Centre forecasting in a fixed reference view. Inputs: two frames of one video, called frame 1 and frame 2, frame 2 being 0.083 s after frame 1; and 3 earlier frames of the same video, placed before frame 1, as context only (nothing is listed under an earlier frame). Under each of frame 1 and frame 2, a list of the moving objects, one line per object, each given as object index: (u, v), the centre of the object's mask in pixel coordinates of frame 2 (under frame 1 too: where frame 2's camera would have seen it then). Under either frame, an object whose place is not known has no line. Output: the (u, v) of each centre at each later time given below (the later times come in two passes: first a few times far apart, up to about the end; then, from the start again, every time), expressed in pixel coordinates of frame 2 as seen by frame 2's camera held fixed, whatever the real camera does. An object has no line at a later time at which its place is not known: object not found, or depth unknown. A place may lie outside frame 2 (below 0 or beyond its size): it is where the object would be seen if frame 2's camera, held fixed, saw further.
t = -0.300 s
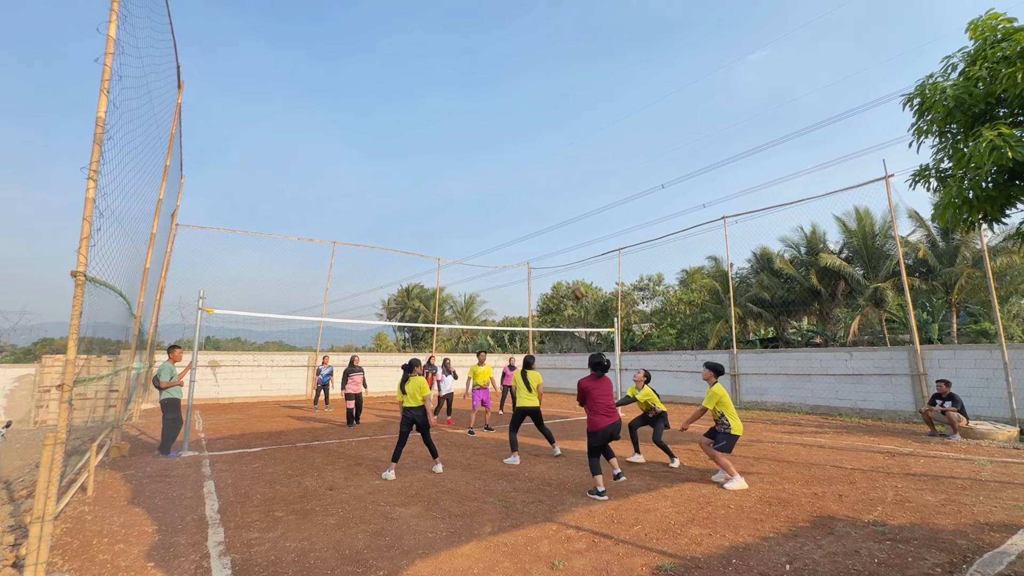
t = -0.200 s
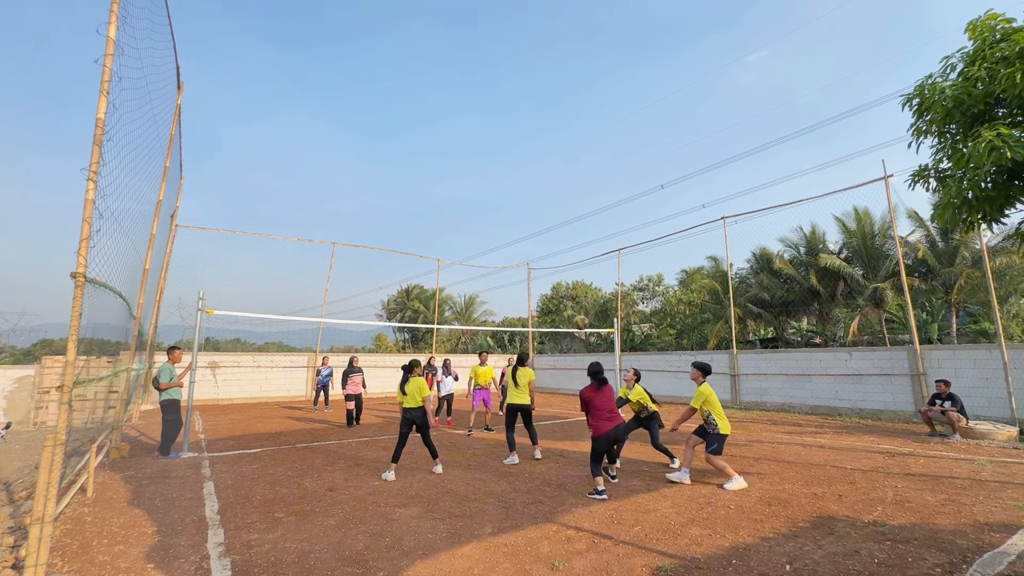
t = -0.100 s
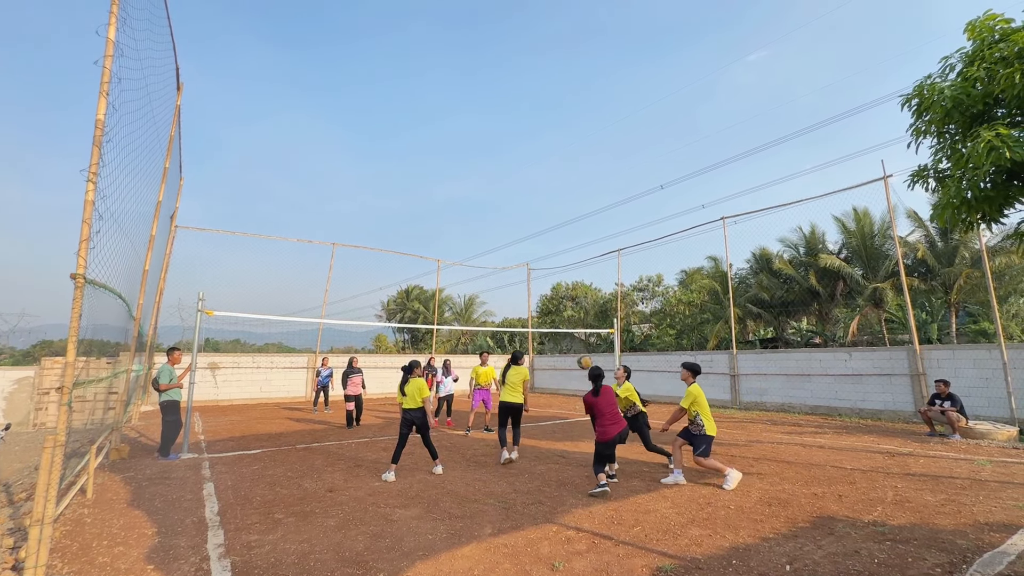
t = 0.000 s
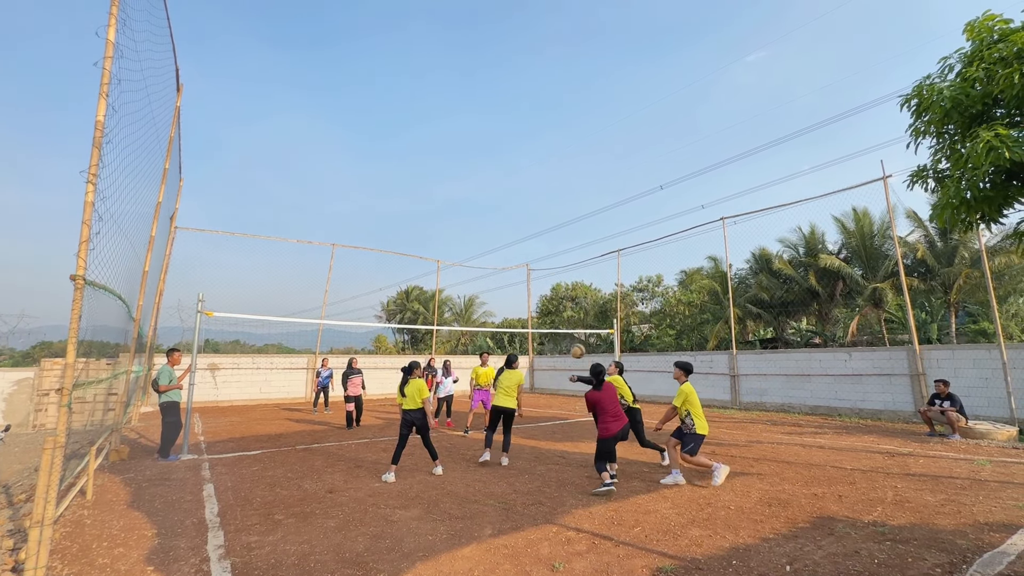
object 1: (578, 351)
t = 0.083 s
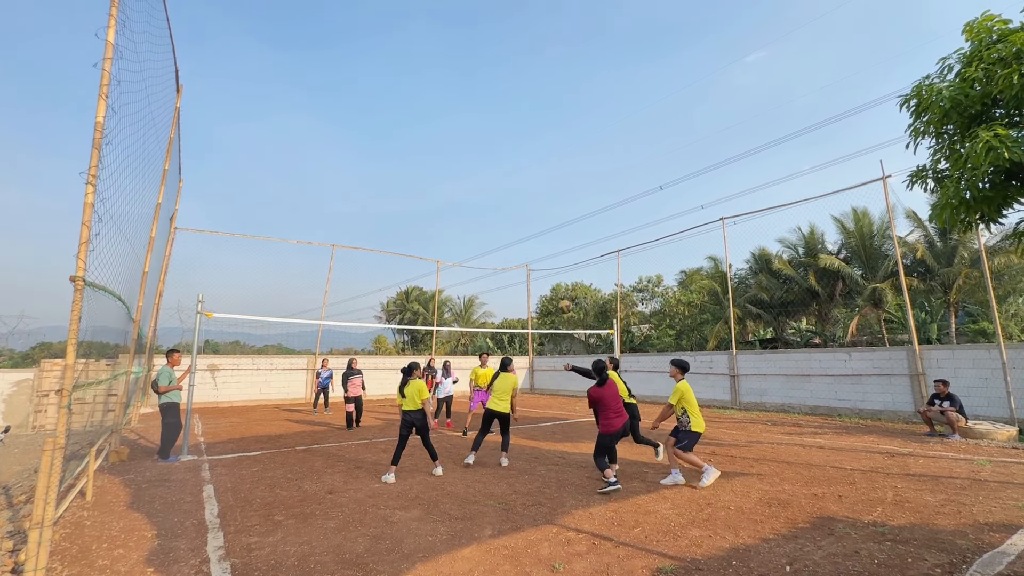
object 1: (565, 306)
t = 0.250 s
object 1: (545, 246)
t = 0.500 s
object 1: (525, 203)
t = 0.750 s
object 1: (510, 198)
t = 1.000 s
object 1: (498, 217)
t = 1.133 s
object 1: (493, 236)
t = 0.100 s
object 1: (563, 299)
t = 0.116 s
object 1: (559, 293)
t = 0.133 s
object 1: (558, 286)
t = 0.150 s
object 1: (556, 279)
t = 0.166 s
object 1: (554, 273)
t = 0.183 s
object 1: (552, 267)
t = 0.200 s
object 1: (551, 261)
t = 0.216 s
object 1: (549, 256)
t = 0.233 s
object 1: (547, 251)
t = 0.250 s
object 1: (545, 246)
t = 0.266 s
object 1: (544, 242)
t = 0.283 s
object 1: (542, 238)
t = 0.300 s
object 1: (541, 234)
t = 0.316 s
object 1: (539, 230)
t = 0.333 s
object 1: (538, 227)
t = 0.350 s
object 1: (537, 223)
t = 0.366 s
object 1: (535, 220)
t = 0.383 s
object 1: (534, 218)
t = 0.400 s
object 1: (532, 215)
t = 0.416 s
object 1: (531, 213)
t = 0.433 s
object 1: (530, 210)
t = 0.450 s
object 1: (529, 208)
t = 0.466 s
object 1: (527, 206)
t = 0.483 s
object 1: (526, 205)
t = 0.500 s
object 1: (525, 203)
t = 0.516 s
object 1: (524, 202)
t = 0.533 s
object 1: (523, 201)
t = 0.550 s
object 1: (522, 200)
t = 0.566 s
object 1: (520, 199)
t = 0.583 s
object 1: (520, 198)
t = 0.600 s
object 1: (518, 197)
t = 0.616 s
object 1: (517, 197)
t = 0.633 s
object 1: (517, 197)
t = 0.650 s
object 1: (516, 196)
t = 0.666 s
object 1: (514, 196)
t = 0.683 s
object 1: (513, 196)
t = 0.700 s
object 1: (513, 197)
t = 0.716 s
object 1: (512, 197)
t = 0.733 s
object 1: (511, 197)
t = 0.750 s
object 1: (510, 198)
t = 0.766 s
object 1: (509, 198)
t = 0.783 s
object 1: (508, 199)
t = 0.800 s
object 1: (507, 200)
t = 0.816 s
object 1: (507, 201)
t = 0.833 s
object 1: (506, 202)
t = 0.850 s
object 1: (505, 203)
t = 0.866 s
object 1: (504, 204)
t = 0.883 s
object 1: (503, 206)
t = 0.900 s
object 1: (503, 207)
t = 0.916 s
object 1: (502, 209)
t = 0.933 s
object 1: (501, 210)
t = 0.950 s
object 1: (501, 212)
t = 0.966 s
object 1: (500, 214)
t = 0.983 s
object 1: (499, 216)
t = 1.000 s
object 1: (498, 217)
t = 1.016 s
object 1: (498, 219)
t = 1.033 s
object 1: (497, 222)
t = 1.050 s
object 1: (496, 224)
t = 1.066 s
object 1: (496, 226)
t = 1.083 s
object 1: (495, 229)
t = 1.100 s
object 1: (494, 231)
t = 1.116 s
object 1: (494, 234)
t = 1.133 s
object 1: (493, 236)
